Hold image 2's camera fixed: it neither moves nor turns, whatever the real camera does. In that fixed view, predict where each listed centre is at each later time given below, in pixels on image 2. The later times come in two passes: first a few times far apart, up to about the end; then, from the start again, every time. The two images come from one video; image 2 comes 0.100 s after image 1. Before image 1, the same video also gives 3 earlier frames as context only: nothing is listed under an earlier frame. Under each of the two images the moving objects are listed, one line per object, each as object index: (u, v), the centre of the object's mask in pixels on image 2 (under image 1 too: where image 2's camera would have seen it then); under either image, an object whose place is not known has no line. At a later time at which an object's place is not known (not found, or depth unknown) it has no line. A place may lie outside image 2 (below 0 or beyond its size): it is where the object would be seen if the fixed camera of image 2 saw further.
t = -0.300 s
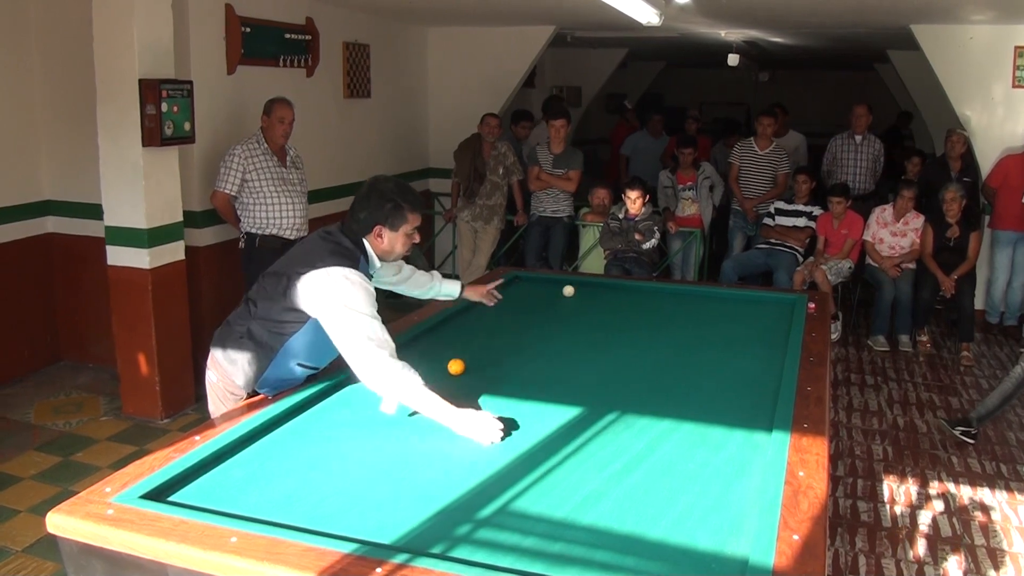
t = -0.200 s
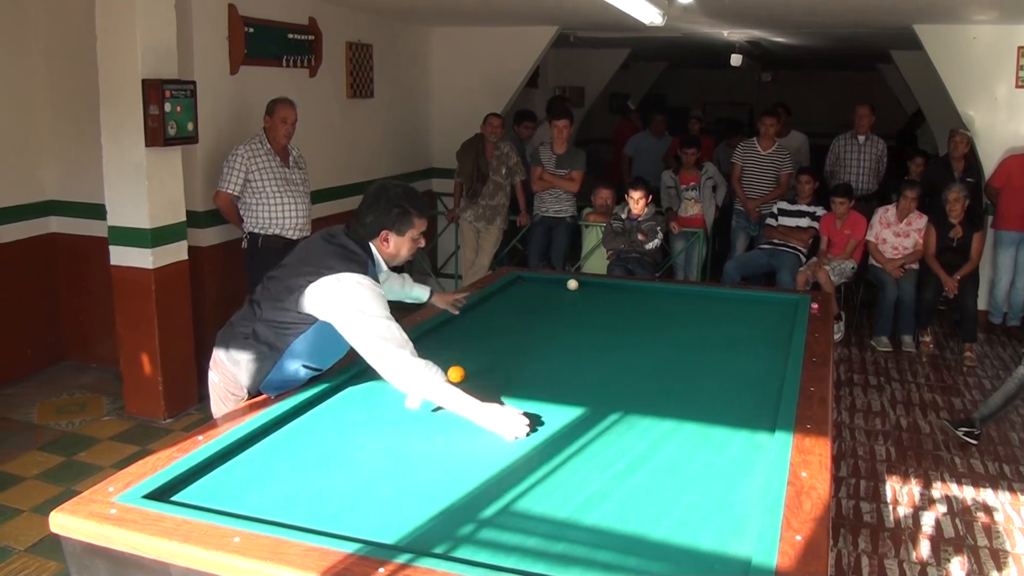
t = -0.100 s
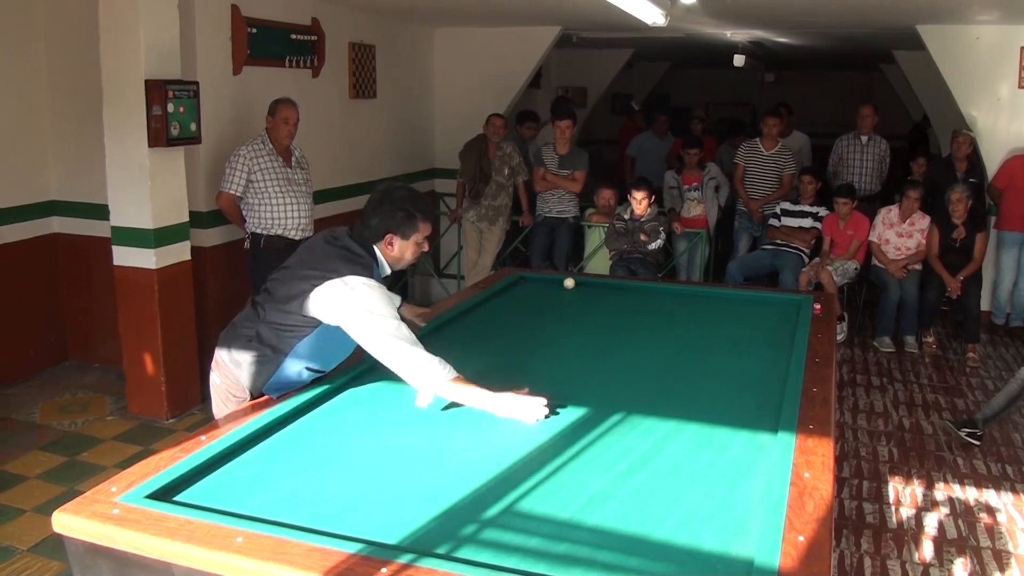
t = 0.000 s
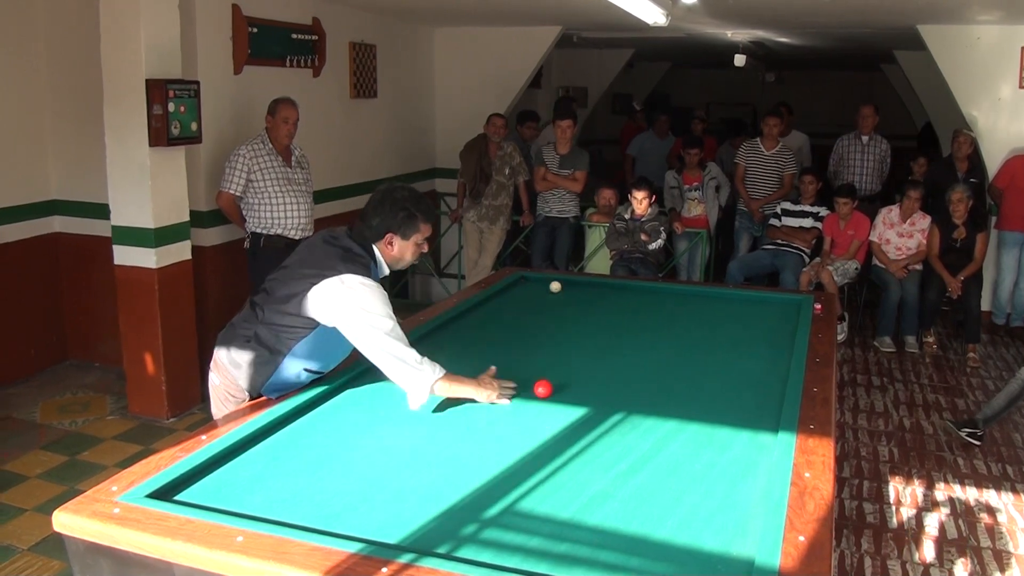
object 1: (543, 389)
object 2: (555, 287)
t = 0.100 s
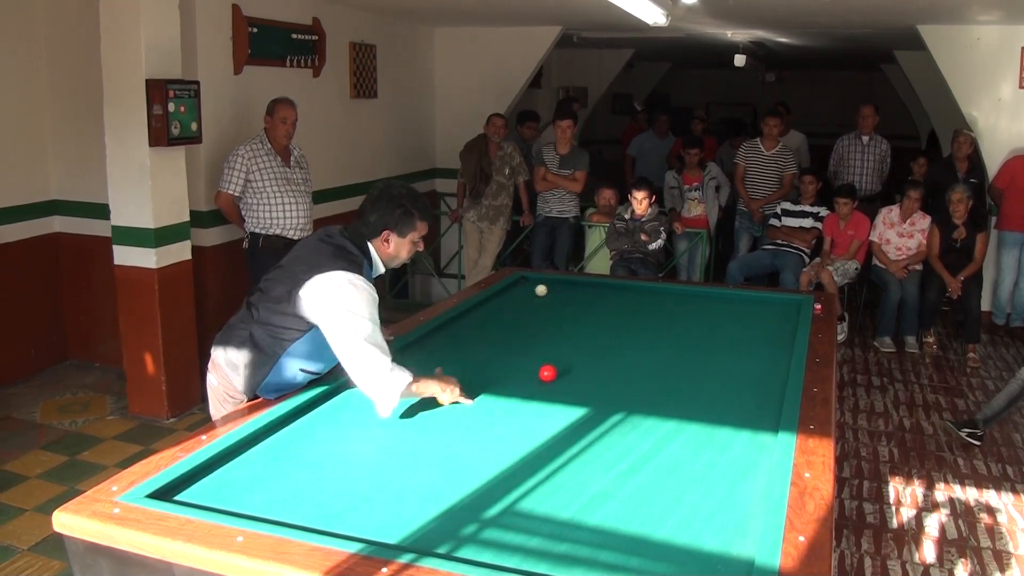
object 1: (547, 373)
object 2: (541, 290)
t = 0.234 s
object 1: (553, 356)
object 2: (523, 294)
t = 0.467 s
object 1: (560, 334)
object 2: (491, 300)
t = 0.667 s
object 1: (566, 318)
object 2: (484, 307)
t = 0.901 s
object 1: (571, 302)
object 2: (481, 317)
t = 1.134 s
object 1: (576, 288)
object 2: (477, 326)
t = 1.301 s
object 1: (574, 283)
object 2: (475, 333)
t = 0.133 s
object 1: (549, 368)
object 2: (537, 291)
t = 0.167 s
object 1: (551, 364)
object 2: (532, 292)
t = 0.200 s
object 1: (552, 360)
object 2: (528, 293)
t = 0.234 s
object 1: (553, 356)
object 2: (523, 294)
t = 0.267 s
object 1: (554, 352)
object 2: (519, 295)
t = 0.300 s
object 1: (555, 349)
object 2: (514, 296)
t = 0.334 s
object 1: (556, 346)
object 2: (510, 297)
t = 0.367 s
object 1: (557, 343)
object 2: (505, 298)
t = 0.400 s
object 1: (559, 340)
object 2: (501, 298)
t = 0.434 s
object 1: (559, 337)
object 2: (496, 299)
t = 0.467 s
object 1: (560, 334)
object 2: (491, 300)
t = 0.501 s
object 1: (561, 331)
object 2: (487, 301)
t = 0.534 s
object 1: (562, 328)
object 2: (485, 303)
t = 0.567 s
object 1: (563, 326)
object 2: (485, 304)
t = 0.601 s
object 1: (564, 323)
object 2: (485, 305)
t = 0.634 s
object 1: (565, 320)
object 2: (485, 306)
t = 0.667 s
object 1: (566, 318)
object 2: (484, 307)
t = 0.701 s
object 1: (567, 315)
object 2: (484, 309)
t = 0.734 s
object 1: (567, 313)
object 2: (483, 310)
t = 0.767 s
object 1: (568, 311)
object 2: (483, 311)
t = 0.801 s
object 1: (569, 309)
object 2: (482, 313)
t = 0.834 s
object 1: (570, 306)
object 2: (482, 314)
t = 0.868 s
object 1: (571, 304)
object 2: (481, 316)
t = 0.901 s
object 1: (571, 302)
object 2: (481, 317)
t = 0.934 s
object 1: (572, 300)
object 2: (480, 318)
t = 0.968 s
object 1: (573, 298)
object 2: (480, 319)
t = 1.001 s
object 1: (573, 296)
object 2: (479, 321)
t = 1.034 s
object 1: (574, 294)
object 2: (479, 322)
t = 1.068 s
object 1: (575, 292)
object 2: (478, 323)
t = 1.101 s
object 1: (575, 290)
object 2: (478, 325)
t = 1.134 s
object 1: (576, 288)
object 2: (477, 326)
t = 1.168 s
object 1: (577, 286)
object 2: (477, 328)
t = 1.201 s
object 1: (577, 285)
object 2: (476, 329)
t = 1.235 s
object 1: (577, 283)
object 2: (476, 330)
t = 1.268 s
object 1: (578, 282)
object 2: (475, 332)
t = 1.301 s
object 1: (574, 283)
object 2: (475, 333)
